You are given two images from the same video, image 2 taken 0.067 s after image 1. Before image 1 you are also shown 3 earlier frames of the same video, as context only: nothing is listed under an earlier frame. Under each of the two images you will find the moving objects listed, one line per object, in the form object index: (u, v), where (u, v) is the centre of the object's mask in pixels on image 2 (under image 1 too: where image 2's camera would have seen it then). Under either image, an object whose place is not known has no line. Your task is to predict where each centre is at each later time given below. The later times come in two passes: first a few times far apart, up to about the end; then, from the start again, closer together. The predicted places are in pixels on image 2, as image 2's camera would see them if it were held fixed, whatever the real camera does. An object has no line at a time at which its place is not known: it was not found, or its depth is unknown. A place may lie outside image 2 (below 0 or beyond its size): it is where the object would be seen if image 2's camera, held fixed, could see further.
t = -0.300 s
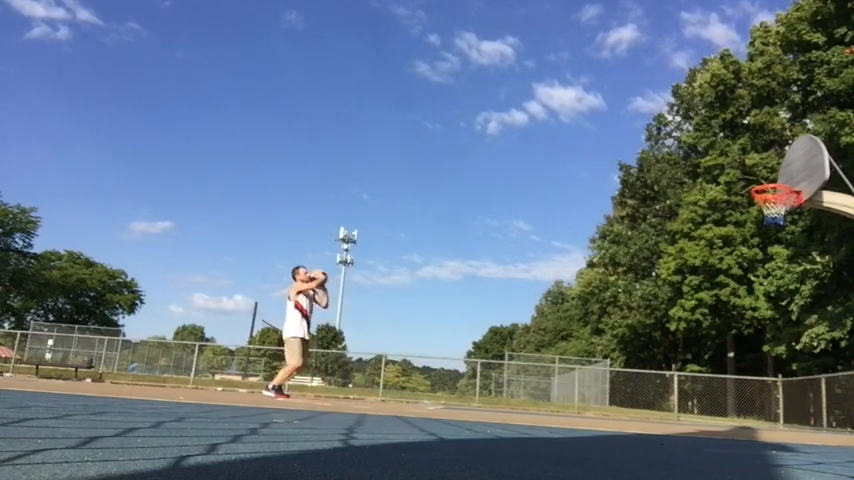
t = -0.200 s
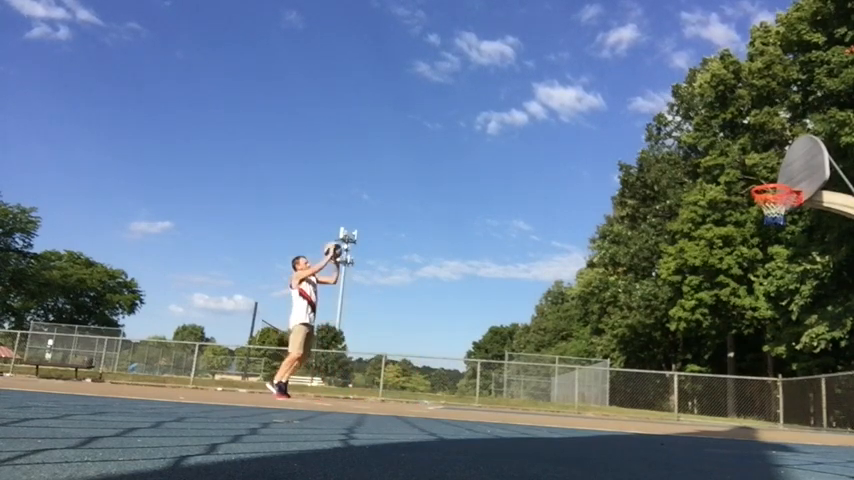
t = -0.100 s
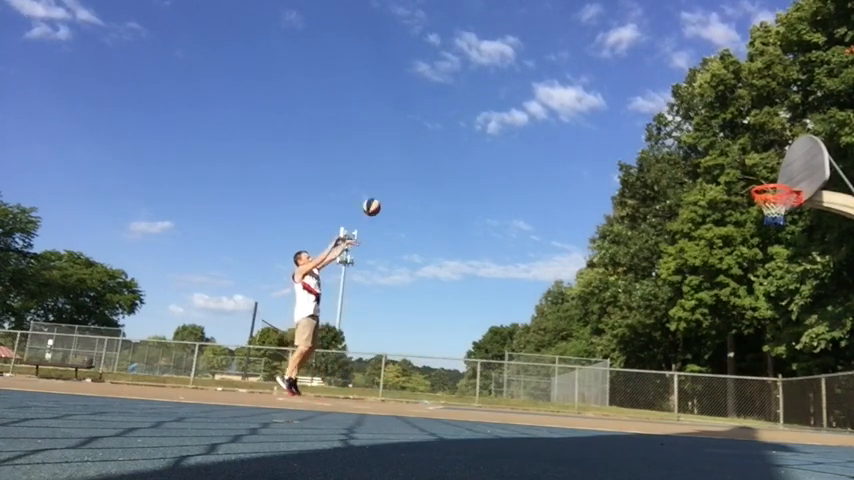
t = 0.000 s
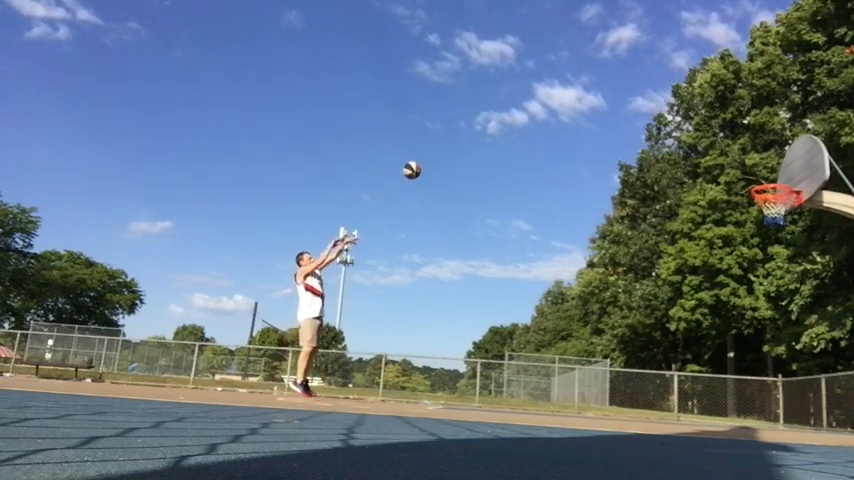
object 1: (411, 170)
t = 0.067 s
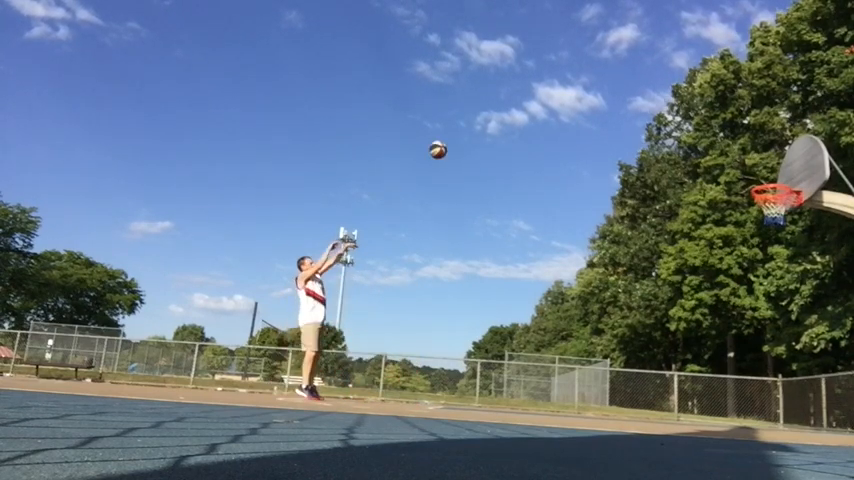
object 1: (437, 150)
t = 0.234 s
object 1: (501, 112)
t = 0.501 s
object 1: (600, 91)
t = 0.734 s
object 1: (687, 111)
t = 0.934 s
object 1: (766, 160)
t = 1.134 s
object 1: (843, 241)
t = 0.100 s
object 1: (450, 141)
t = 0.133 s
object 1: (463, 132)
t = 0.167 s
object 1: (476, 125)
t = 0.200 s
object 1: (489, 118)
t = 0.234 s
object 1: (501, 112)
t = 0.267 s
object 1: (513, 107)
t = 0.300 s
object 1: (526, 102)
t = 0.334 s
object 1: (538, 99)
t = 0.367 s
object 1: (551, 96)
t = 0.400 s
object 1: (564, 93)
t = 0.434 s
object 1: (576, 91)
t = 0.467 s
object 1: (588, 91)
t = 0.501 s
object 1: (600, 91)
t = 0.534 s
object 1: (613, 91)
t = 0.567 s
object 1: (625, 93)
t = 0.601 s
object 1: (637, 95)
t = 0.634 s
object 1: (650, 98)
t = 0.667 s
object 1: (662, 102)
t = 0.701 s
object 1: (675, 106)
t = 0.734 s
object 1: (687, 111)
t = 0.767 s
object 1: (700, 118)
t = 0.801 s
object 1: (713, 123)
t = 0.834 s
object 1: (726, 132)
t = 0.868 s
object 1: (739, 140)
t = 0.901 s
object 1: (752, 150)
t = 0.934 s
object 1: (766, 160)
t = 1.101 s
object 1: (830, 224)
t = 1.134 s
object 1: (843, 241)
